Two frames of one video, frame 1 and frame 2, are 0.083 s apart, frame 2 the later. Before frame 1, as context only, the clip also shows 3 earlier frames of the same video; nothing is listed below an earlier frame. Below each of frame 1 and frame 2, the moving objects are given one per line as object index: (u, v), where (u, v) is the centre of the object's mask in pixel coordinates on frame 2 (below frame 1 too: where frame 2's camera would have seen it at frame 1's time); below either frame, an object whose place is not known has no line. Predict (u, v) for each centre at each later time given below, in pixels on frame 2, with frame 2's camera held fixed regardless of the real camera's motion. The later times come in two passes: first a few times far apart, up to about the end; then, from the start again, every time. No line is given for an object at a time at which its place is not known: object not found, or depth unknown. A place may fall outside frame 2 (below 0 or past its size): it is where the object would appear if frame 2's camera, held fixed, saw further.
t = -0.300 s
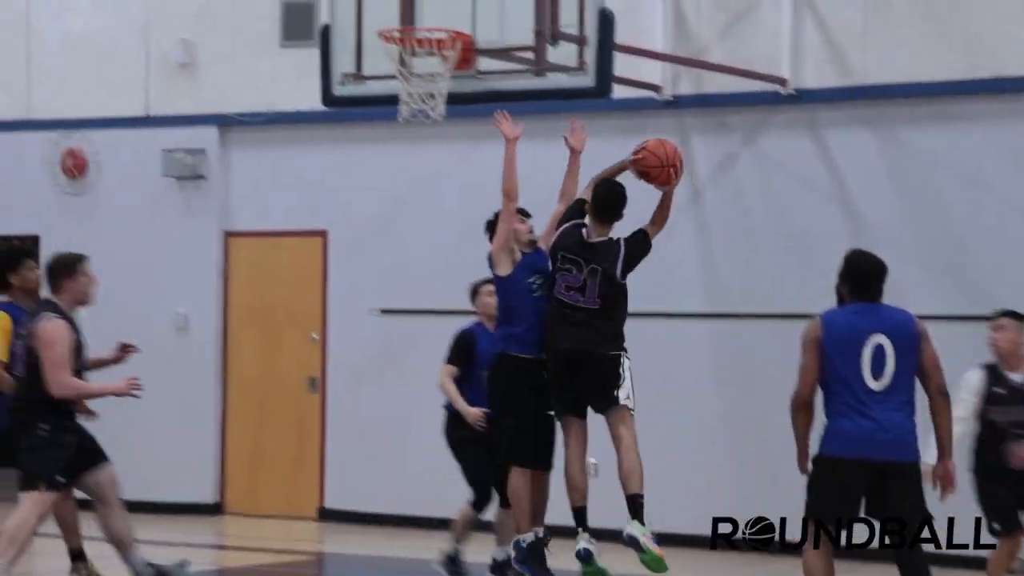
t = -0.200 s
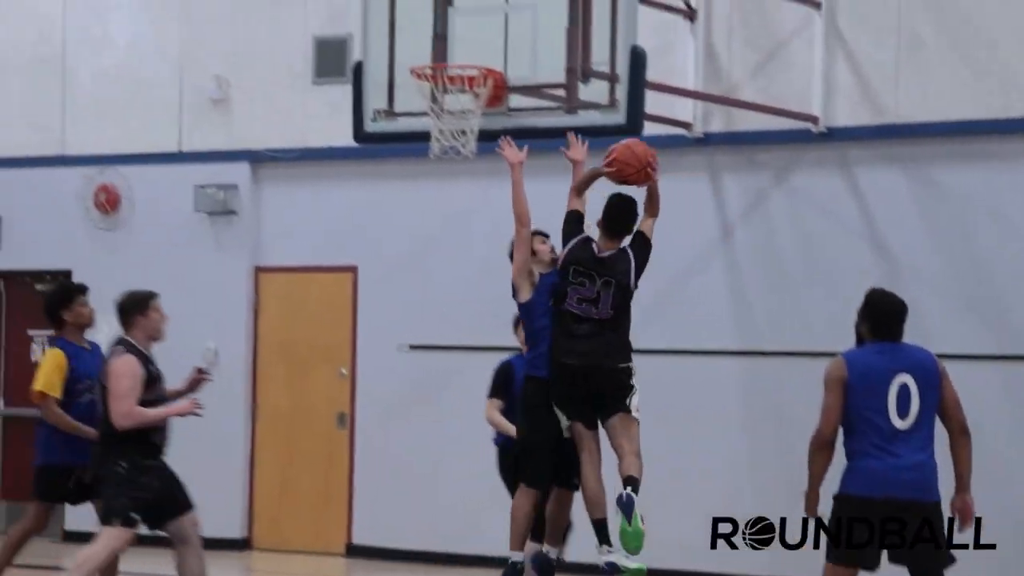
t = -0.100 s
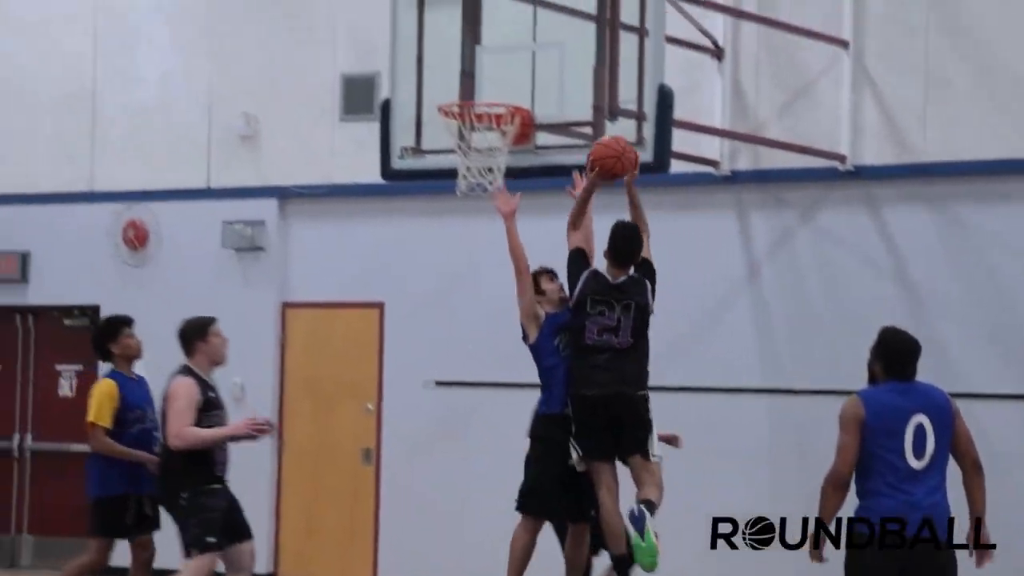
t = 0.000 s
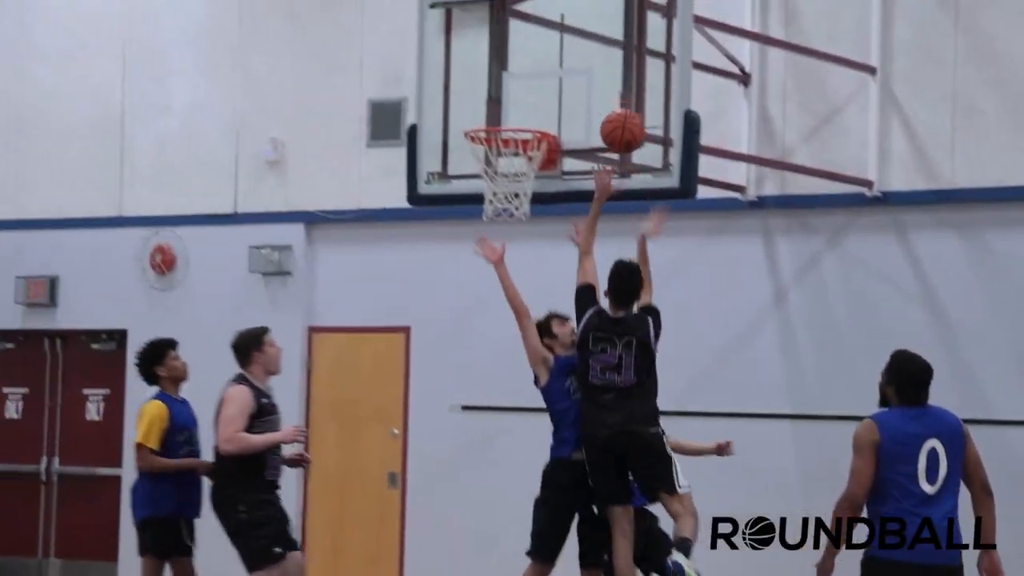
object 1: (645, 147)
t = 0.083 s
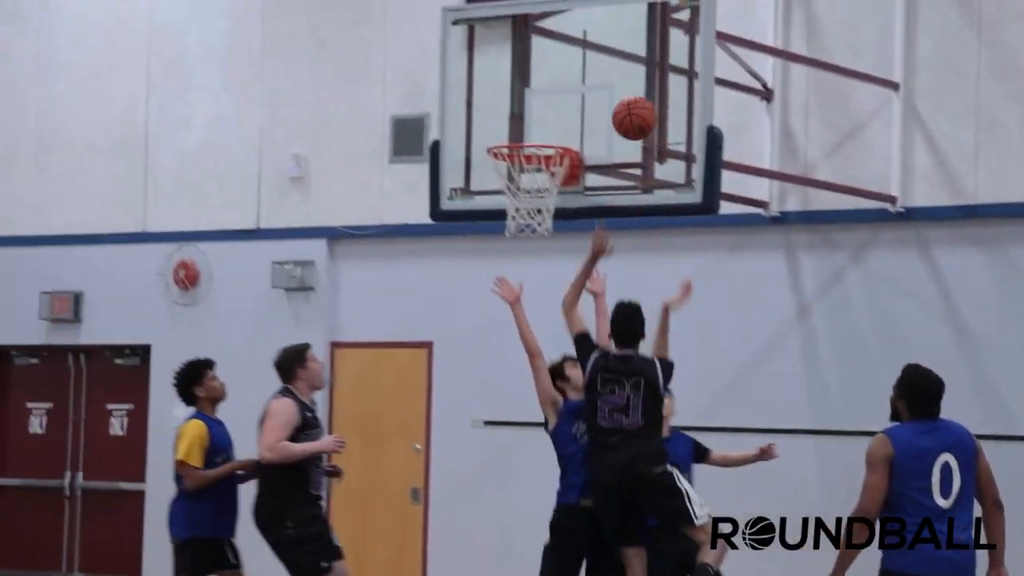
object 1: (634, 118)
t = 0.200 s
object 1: (619, 100)
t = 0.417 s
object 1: (556, 119)
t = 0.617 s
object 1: (517, 182)
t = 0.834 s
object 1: (527, 223)
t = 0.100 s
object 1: (632, 114)
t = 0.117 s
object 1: (630, 111)
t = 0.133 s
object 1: (628, 107)
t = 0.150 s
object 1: (625, 105)
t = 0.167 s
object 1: (623, 102)
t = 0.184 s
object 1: (621, 101)
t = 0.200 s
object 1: (619, 100)
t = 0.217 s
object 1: (617, 99)
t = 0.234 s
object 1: (615, 99)
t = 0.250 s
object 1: (612, 100)
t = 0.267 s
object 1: (608, 100)
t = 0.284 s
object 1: (602, 100)
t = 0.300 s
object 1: (597, 101)
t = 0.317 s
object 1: (591, 102)
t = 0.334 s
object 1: (585, 104)
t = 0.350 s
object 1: (579, 106)
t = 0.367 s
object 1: (573, 109)
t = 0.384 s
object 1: (568, 112)
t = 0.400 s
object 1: (562, 115)
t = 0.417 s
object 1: (556, 119)
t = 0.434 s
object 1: (549, 124)
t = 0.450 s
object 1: (544, 127)
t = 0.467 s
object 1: (537, 130)
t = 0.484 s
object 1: (531, 133)
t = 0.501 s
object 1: (528, 139)
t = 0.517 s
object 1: (526, 149)
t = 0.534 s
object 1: (525, 153)
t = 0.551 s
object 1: (523, 158)
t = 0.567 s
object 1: (521, 165)
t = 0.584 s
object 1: (520, 169)
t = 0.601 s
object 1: (519, 174)
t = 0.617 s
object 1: (517, 182)
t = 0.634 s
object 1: (516, 187)
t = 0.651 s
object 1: (515, 194)
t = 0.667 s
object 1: (514, 199)
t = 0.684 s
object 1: (514, 204)
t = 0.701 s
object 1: (514, 206)
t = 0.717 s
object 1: (515, 208)
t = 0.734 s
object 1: (516, 210)
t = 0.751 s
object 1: (516, 211)
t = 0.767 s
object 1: (520, 213)
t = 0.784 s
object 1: (522, 214)
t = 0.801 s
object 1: (523, 216)
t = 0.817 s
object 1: (526, 221)
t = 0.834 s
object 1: (527, 223)
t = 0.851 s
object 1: (529, 227)
